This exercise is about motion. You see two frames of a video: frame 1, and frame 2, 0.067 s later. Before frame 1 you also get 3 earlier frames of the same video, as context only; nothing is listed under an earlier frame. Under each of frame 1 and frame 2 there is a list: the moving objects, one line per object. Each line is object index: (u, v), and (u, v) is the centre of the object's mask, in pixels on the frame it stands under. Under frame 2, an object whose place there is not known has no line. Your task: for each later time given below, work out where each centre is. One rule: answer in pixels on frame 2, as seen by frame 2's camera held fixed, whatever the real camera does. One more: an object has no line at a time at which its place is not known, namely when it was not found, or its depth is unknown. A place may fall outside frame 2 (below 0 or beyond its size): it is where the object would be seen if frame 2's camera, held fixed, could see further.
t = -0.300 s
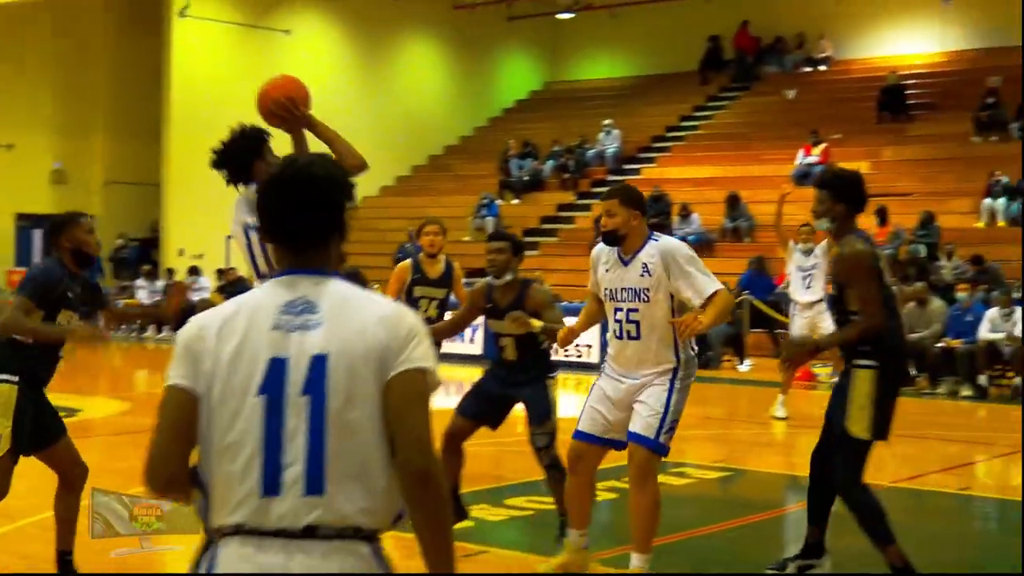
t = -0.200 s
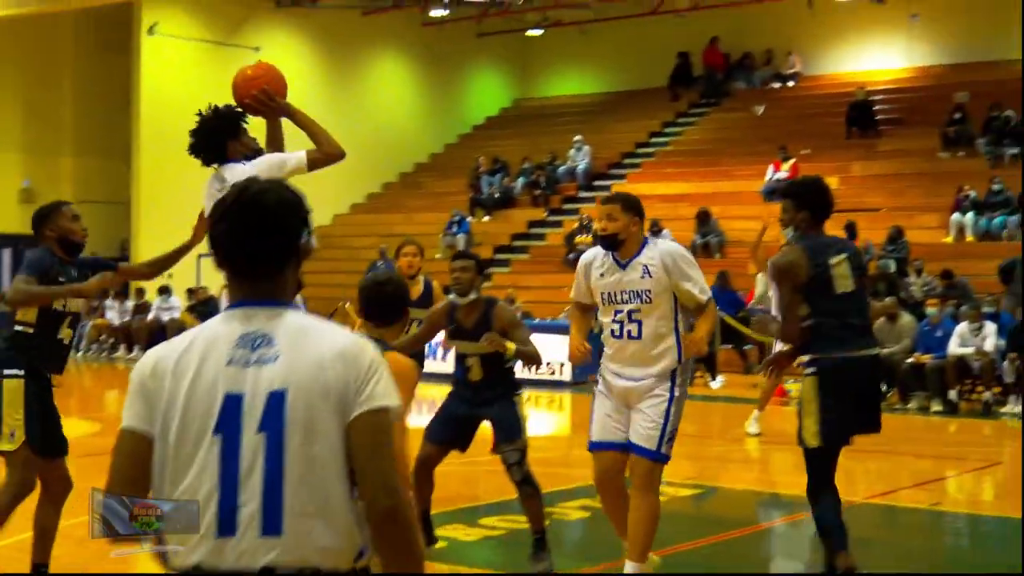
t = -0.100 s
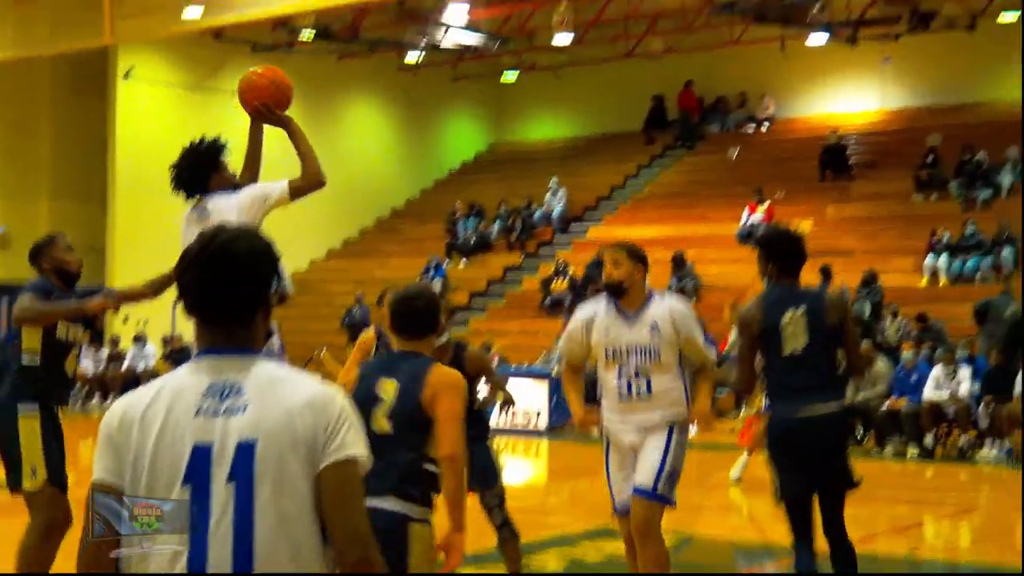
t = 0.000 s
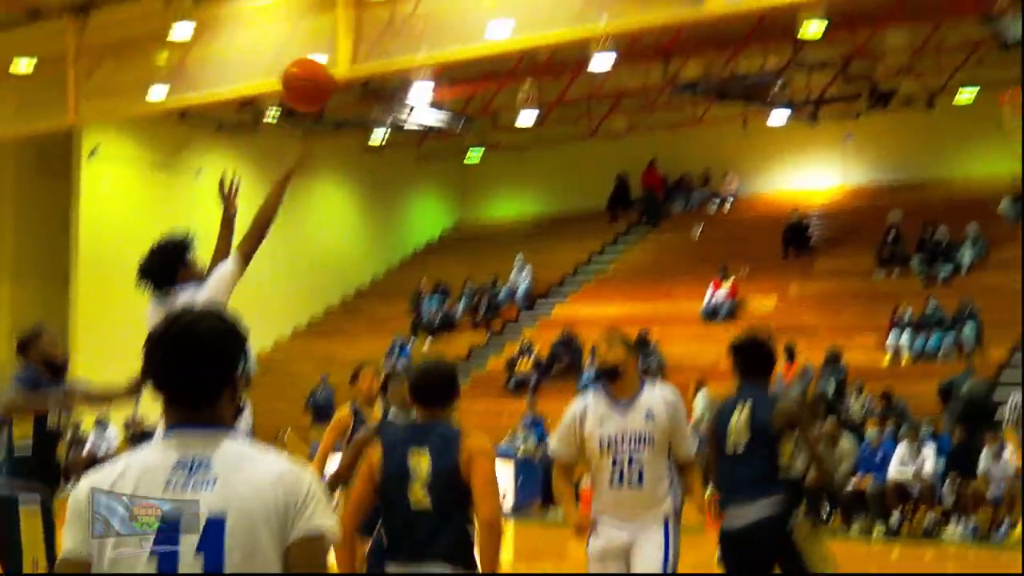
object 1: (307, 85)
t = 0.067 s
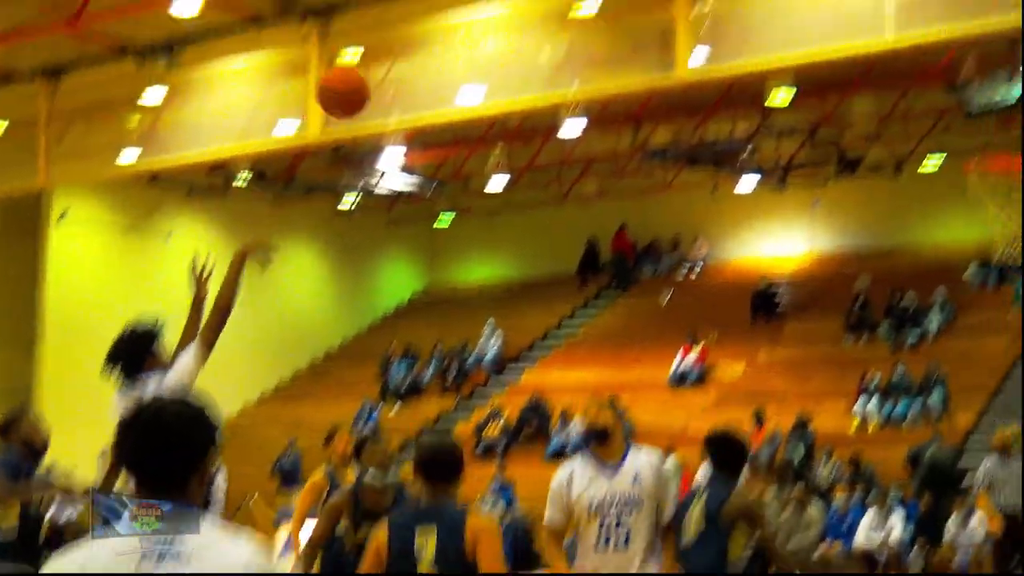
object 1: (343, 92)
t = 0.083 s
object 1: (358, 79)
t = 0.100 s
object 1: (374, 68)
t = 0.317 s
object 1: (564, -22)
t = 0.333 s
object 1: (579, -27)
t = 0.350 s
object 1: (594, -29)
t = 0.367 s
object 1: (609, -32)
